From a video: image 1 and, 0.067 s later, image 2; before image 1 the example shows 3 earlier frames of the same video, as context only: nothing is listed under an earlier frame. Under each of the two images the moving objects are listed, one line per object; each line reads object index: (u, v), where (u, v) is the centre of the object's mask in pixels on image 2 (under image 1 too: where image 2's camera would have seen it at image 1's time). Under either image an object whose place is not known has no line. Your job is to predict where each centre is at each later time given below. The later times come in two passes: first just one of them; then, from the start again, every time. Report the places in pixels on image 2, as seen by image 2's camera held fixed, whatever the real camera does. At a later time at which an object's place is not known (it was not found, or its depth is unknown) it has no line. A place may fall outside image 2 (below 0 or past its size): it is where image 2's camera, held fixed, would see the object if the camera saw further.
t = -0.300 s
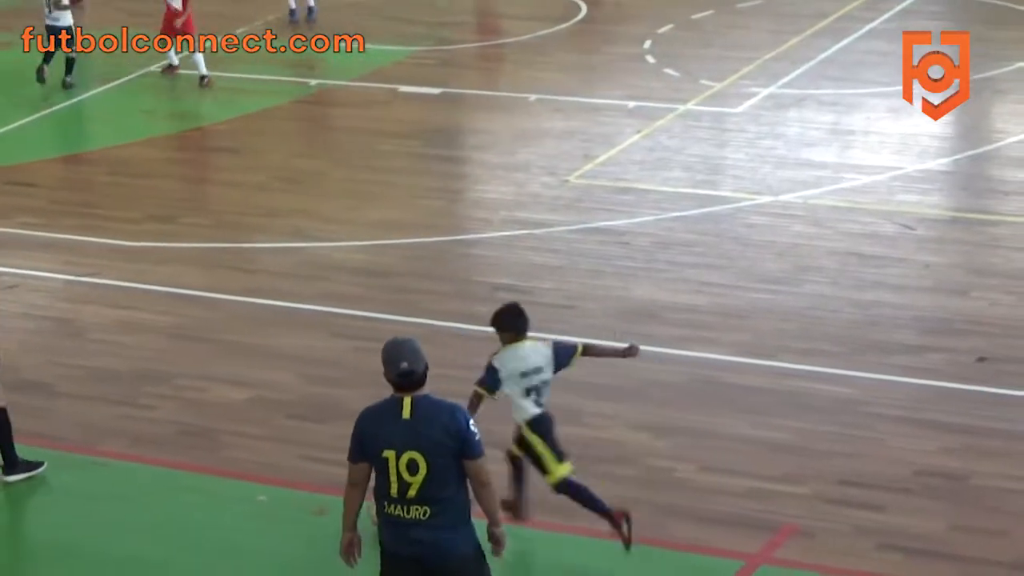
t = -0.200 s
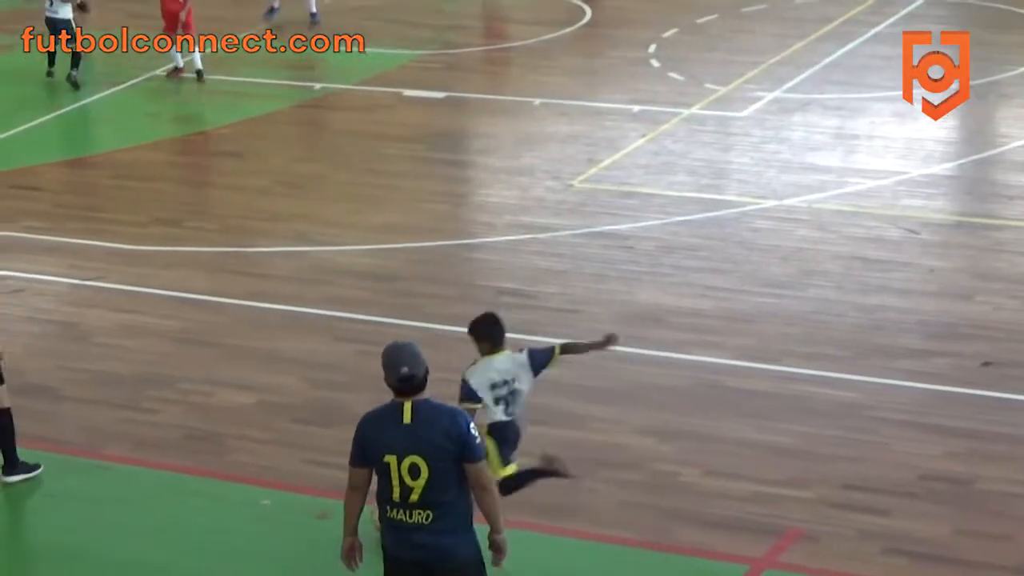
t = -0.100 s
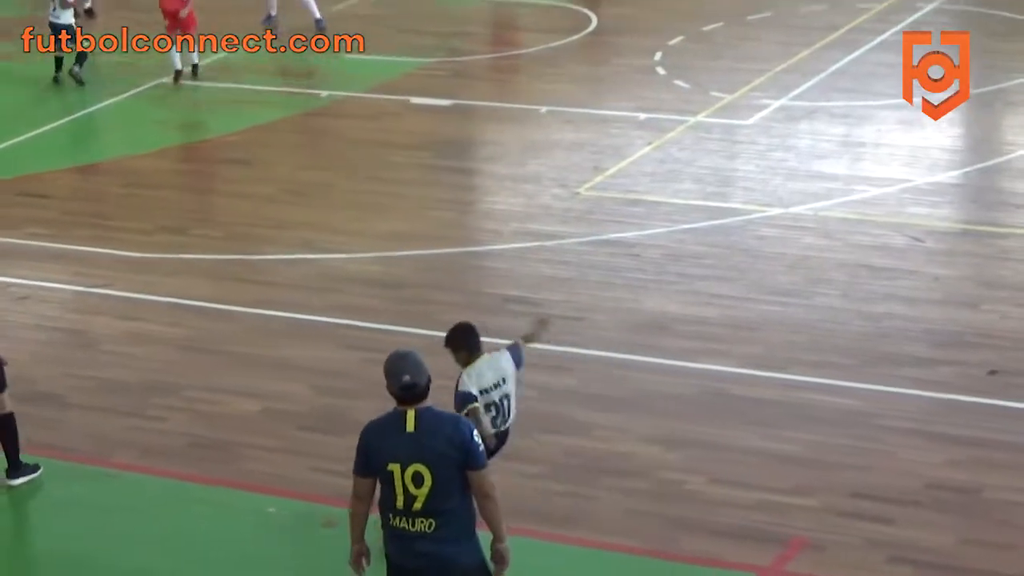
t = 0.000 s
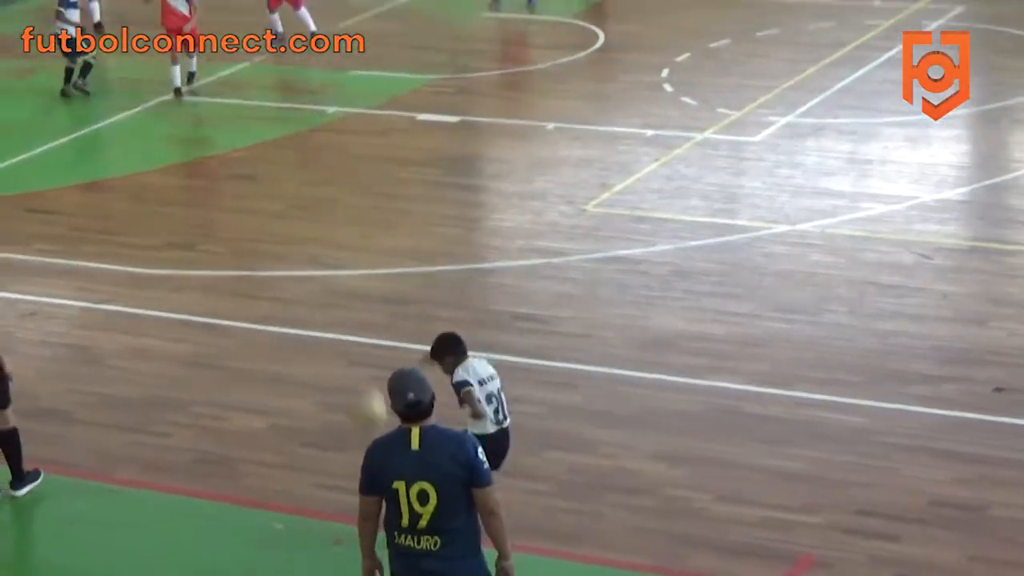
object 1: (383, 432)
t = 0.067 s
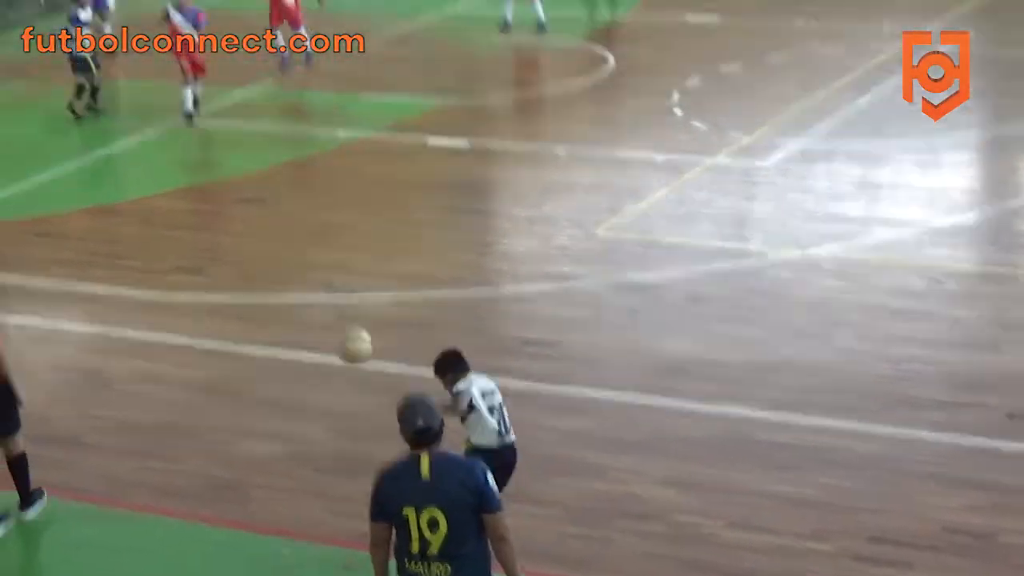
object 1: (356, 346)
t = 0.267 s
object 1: (305, 151)
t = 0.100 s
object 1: (344, 305)
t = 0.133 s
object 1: (336, 269)
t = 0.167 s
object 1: (327, 236)
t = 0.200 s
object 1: (318, 206)
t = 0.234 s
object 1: (309, 179)
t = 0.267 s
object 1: (305, 151)
